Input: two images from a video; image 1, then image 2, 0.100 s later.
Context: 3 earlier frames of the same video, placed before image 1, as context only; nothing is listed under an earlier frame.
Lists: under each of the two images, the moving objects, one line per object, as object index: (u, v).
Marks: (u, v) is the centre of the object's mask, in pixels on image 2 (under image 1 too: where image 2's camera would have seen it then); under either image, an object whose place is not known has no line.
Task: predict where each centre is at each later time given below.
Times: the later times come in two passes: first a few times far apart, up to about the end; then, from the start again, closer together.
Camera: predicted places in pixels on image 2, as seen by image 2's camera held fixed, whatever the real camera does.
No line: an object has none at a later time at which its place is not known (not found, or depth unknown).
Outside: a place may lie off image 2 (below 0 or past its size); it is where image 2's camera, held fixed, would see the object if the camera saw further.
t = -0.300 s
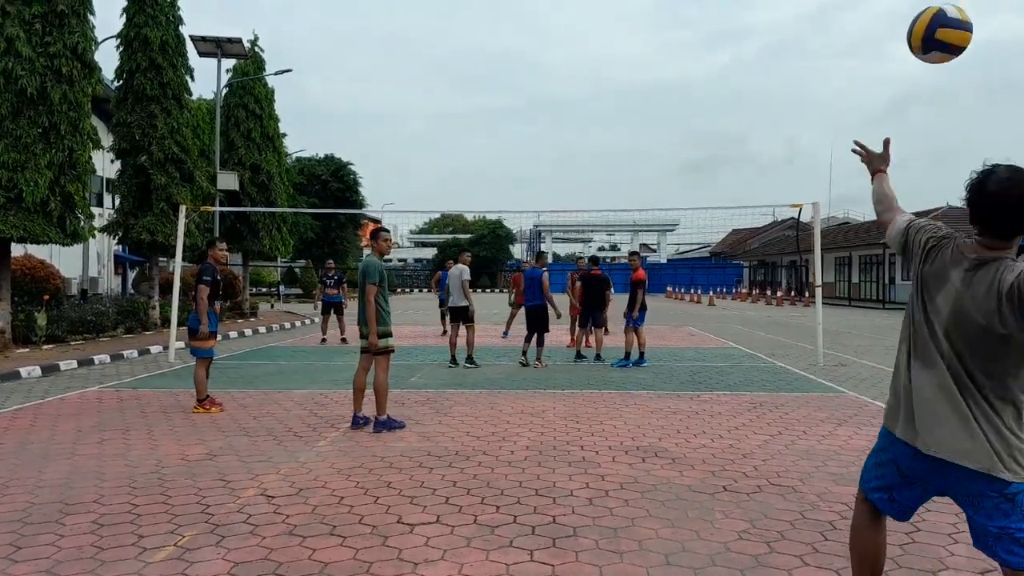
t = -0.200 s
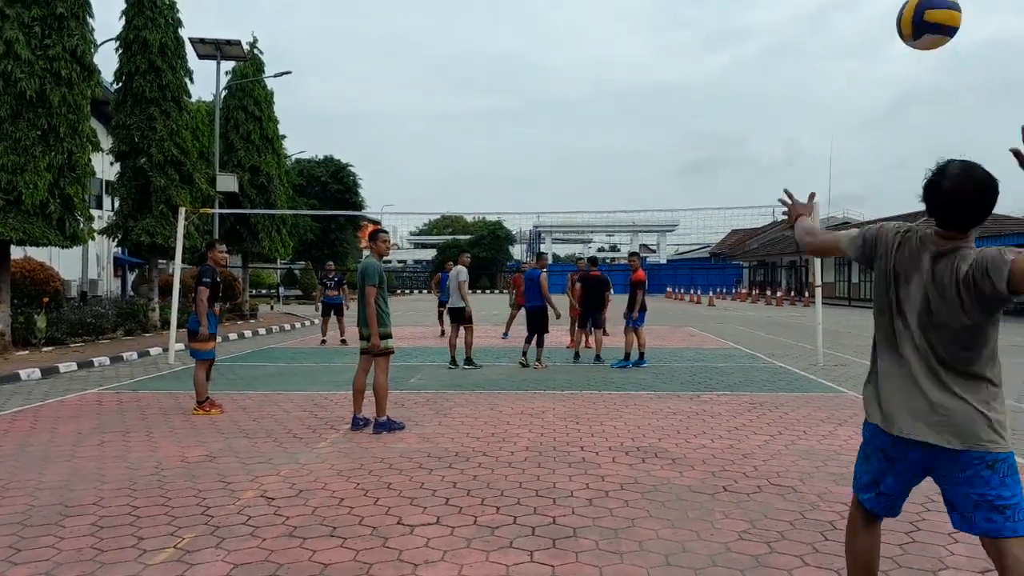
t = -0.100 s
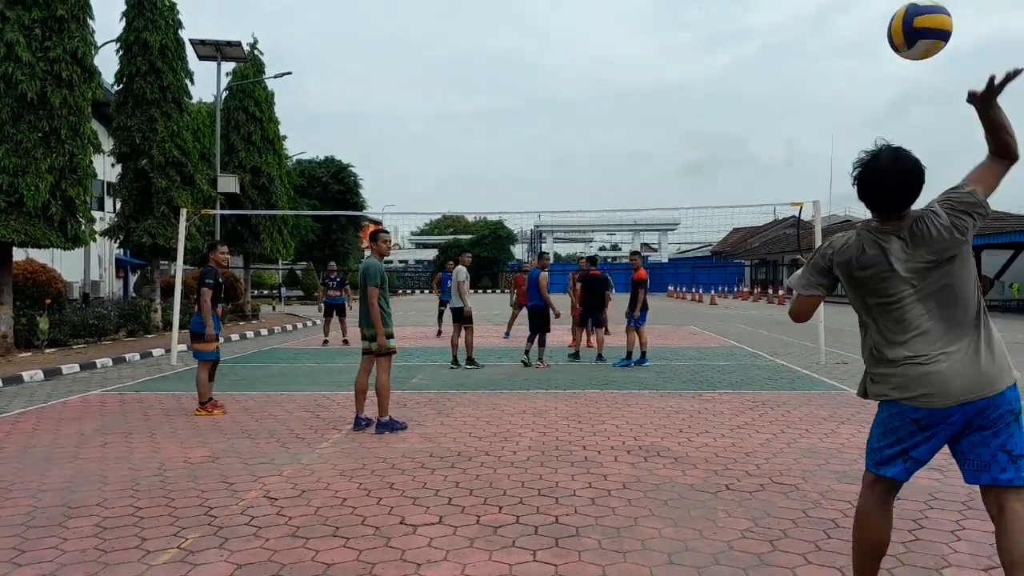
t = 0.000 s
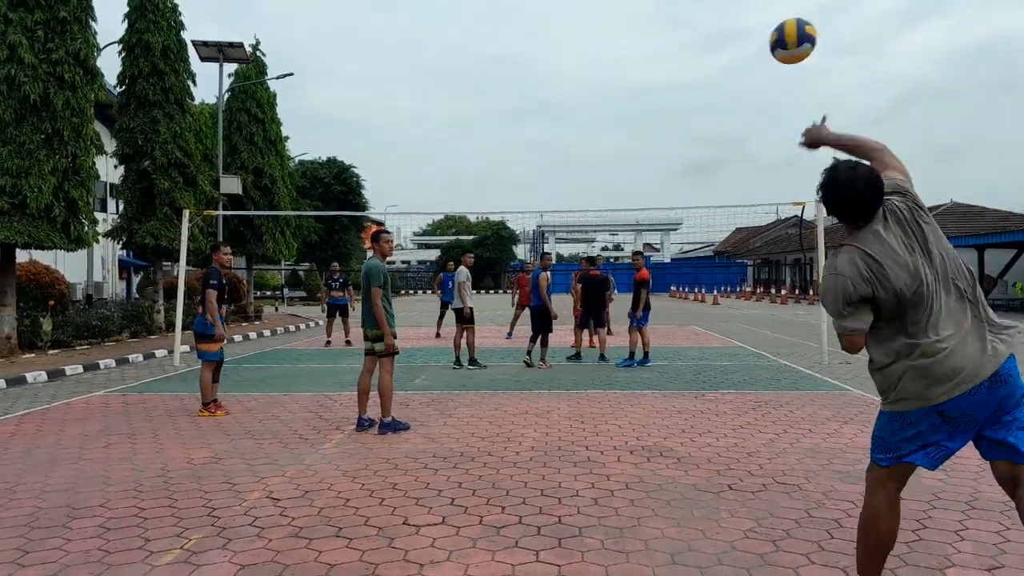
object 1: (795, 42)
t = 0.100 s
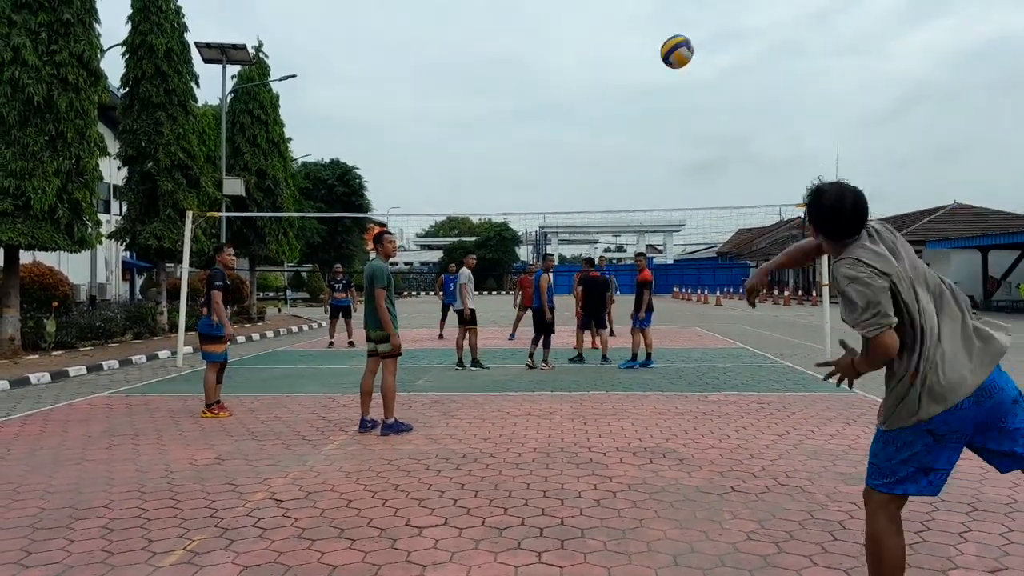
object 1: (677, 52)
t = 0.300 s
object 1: (571, 96)
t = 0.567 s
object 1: (508, 168)
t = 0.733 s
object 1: (485, 216)
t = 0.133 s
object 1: (651, 57)
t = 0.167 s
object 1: (629, 64)
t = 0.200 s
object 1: (611, 71)
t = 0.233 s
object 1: (596, 79)
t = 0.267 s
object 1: (583, 87)
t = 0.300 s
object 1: (571, 96)
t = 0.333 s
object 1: (560, 106)
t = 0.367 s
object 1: (551, 115)
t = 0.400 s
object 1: (542, 123)
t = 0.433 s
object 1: (534, 132)
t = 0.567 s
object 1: (508, 168)
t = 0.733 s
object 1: (485, 216)
